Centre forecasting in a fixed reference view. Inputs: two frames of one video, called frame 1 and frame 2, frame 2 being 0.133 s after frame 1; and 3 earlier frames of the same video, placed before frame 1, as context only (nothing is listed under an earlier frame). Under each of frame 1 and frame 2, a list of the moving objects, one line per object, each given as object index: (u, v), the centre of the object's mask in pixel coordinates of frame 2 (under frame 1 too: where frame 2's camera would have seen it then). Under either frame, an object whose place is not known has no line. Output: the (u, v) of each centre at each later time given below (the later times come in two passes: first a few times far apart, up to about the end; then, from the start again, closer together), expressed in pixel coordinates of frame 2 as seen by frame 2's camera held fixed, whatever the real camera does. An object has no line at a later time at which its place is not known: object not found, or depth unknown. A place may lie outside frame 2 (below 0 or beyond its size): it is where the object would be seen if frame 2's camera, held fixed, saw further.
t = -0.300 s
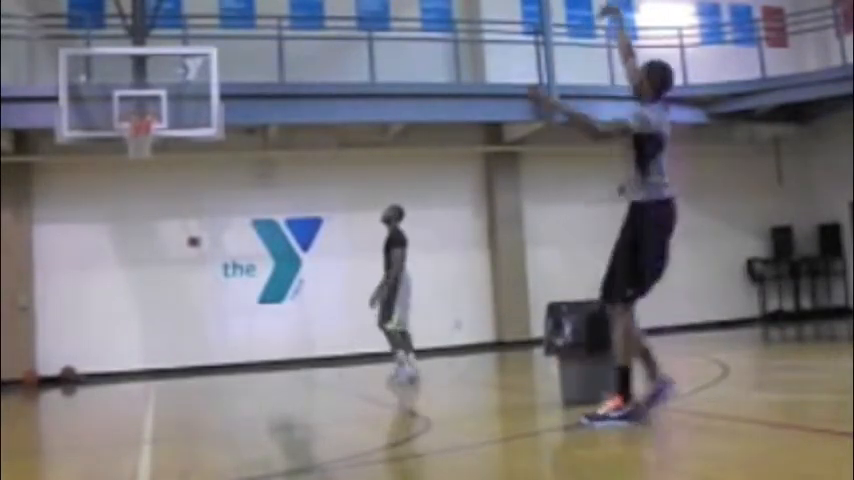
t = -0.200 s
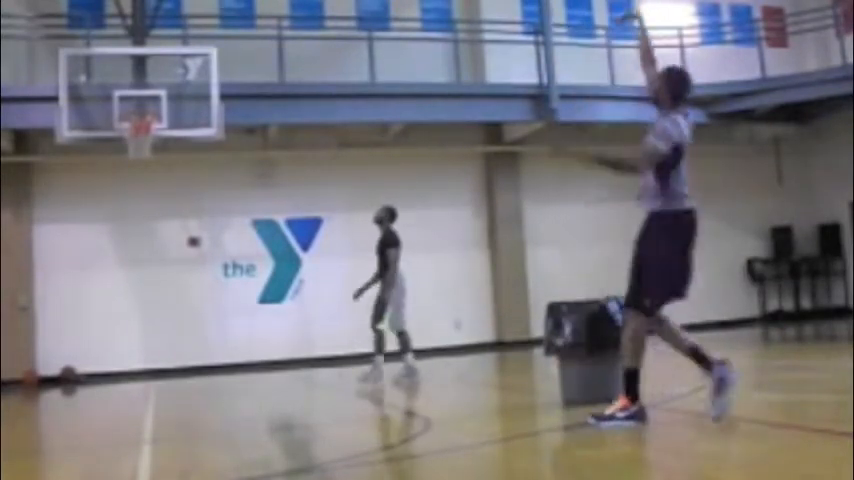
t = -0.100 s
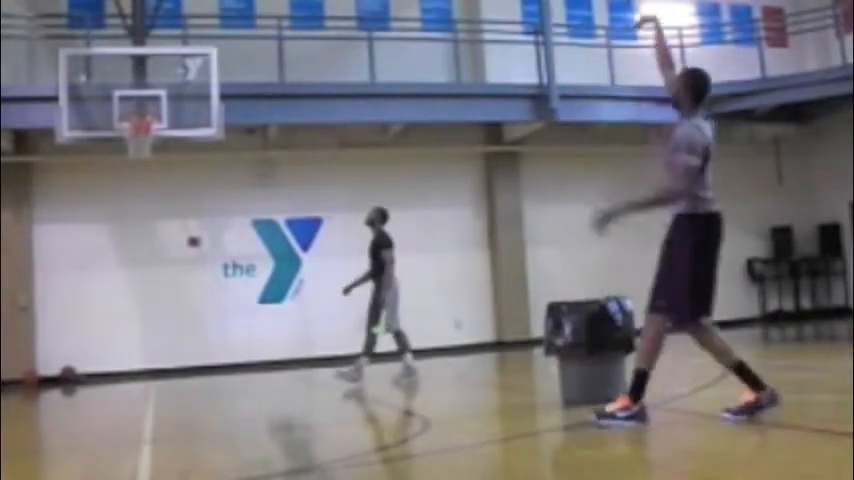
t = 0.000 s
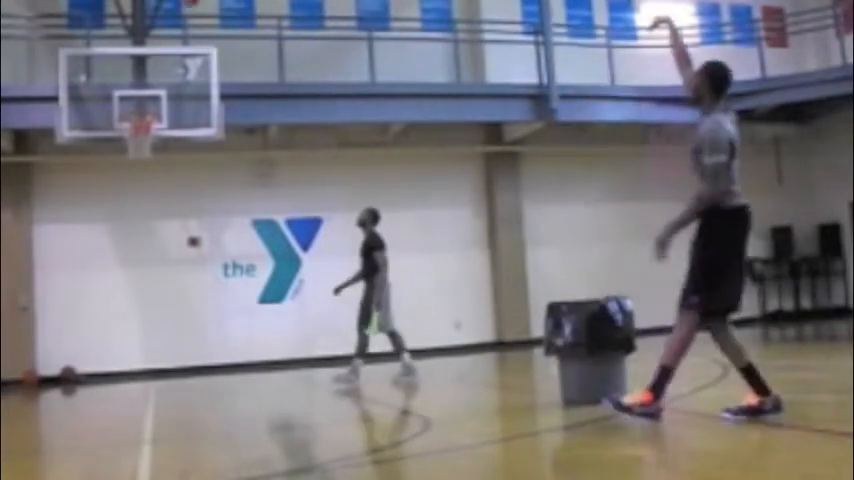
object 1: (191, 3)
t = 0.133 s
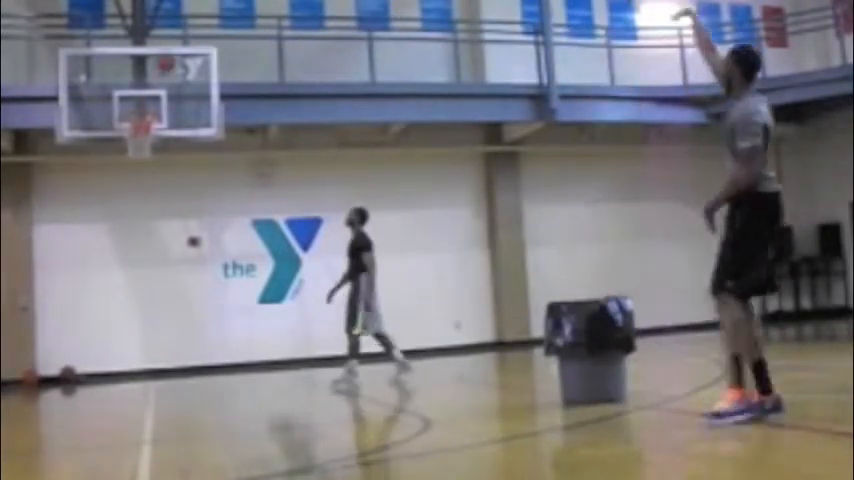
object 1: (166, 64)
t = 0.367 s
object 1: (130, 137)
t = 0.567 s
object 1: (132, 145)
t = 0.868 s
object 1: (146, 216)
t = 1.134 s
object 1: (163, 352)
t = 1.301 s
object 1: (171, 336)
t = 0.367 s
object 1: (130, 137)
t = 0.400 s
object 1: (128, 139)
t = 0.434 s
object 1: (129, 141)
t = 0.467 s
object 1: (128, 142)
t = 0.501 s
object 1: (130, 143)
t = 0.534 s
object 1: (131, 144)
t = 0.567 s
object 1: (132, 145)
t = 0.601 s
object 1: (134, 149)
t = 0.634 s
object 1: (135, 154)
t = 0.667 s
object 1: (136, 160)
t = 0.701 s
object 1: (137, 166)
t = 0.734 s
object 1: (139, 174)
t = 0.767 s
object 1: (140, 183)
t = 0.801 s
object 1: (142, 192)
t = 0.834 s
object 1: (145, 204)
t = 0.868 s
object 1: (146, 216)
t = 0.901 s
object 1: (148, 229)
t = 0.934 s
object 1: (150, 243)
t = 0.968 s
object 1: (152, 258)
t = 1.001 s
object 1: (154, 275)
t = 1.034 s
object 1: (156, 293)
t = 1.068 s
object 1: (158, 311)
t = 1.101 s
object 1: (160, 330)
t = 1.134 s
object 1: (163, 352)
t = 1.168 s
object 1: (166, 373)
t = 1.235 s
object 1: (168, 366)
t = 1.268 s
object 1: (169, 351)
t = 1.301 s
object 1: (171, 336)
